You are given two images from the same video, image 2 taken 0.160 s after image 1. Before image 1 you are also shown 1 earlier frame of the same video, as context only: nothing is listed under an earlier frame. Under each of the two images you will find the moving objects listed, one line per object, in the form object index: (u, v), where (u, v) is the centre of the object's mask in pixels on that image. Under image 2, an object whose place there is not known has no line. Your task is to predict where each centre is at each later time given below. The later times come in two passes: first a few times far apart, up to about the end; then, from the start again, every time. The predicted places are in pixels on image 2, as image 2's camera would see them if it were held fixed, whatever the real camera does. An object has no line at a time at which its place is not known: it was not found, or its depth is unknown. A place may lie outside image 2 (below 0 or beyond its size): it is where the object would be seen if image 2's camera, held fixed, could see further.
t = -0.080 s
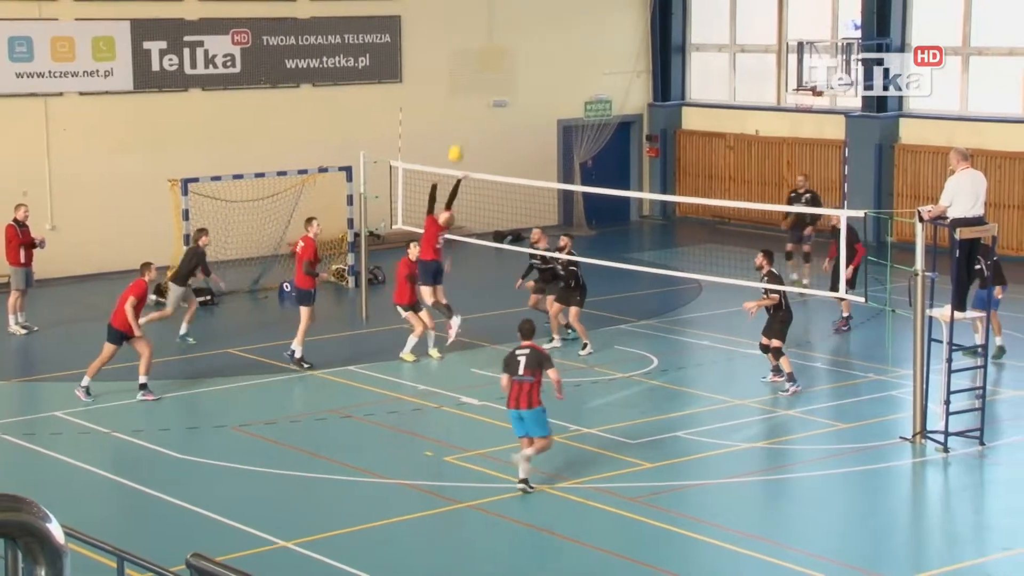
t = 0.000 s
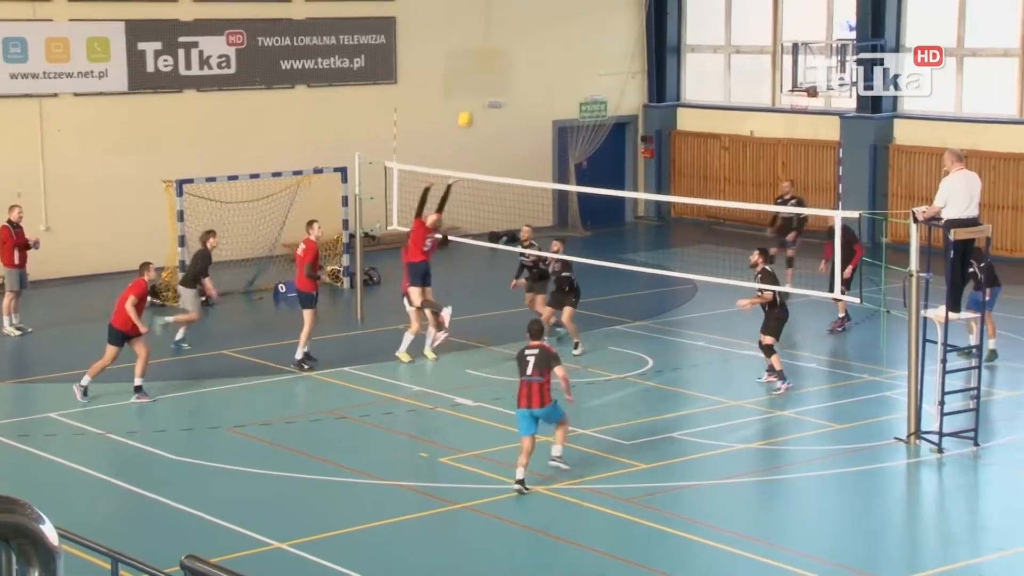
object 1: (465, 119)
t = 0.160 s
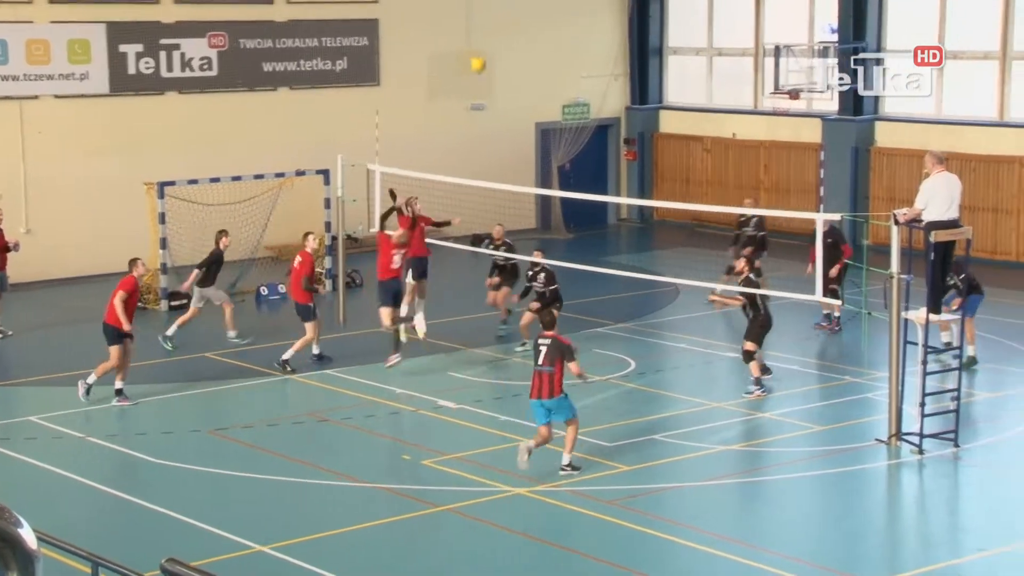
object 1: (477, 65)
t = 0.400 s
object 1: (525, 16)
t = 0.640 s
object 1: (574, 13)
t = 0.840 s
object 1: (615, 48)
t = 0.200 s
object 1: (486, 53)
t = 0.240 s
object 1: (494, 43)
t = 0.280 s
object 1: (501, 34)
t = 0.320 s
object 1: (509, 27)
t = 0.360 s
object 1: (517, 20)
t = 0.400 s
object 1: (525, 16)
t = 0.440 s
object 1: (534, 11)
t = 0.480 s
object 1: (541, 10)
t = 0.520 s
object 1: (550, 8)
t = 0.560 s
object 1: (557, 8)
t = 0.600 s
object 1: (565, 10)
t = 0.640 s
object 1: (574, 13)
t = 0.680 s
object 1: (582, 17)
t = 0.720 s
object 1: (590, 23)
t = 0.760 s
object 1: (598, 30)
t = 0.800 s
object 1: (607, 38)
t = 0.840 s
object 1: (615, 48)
